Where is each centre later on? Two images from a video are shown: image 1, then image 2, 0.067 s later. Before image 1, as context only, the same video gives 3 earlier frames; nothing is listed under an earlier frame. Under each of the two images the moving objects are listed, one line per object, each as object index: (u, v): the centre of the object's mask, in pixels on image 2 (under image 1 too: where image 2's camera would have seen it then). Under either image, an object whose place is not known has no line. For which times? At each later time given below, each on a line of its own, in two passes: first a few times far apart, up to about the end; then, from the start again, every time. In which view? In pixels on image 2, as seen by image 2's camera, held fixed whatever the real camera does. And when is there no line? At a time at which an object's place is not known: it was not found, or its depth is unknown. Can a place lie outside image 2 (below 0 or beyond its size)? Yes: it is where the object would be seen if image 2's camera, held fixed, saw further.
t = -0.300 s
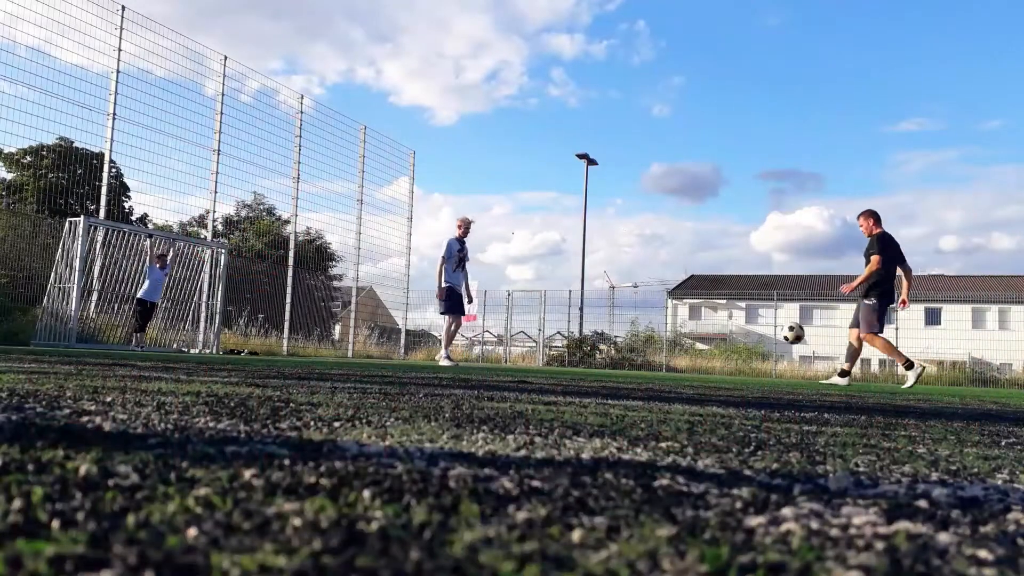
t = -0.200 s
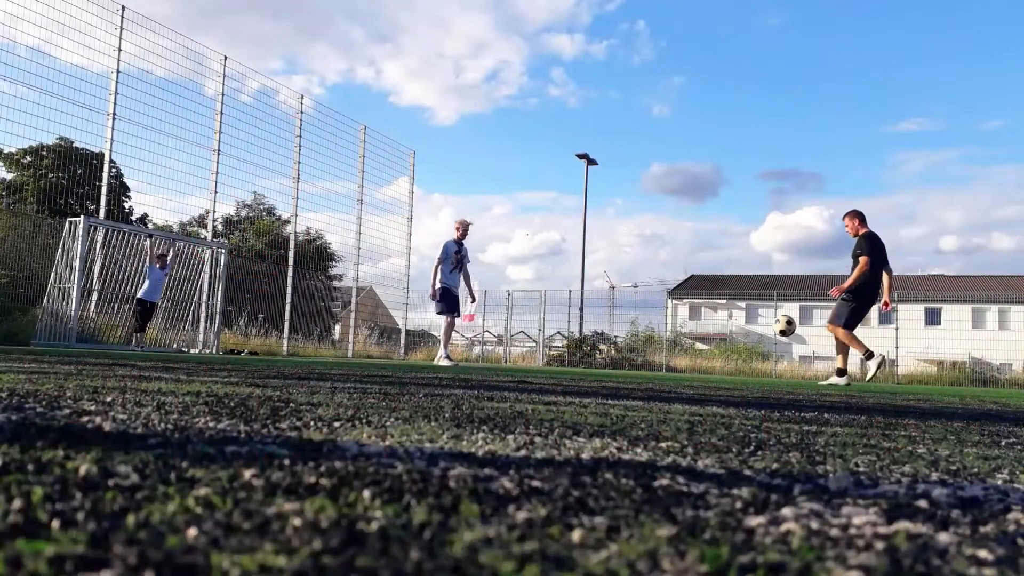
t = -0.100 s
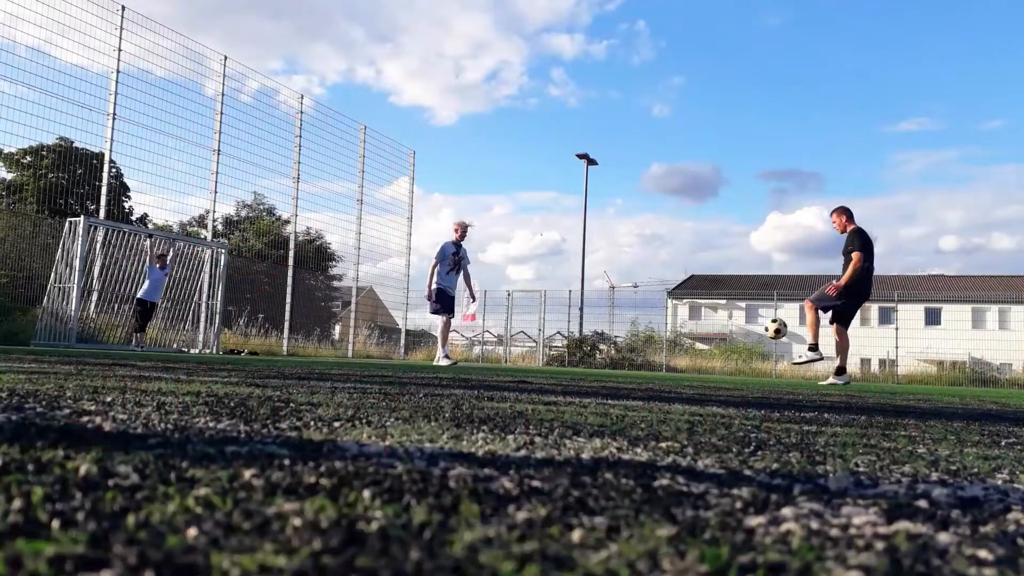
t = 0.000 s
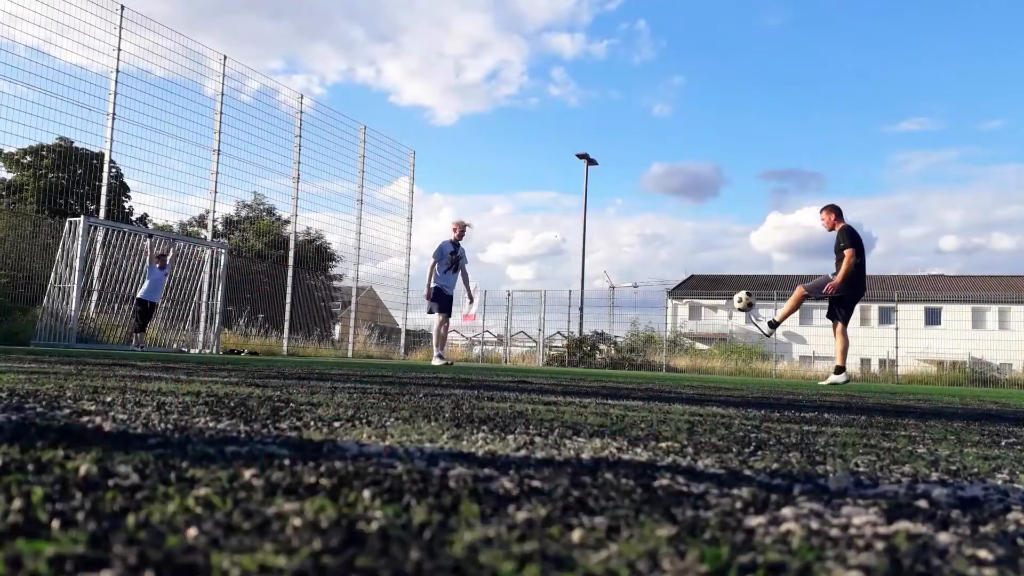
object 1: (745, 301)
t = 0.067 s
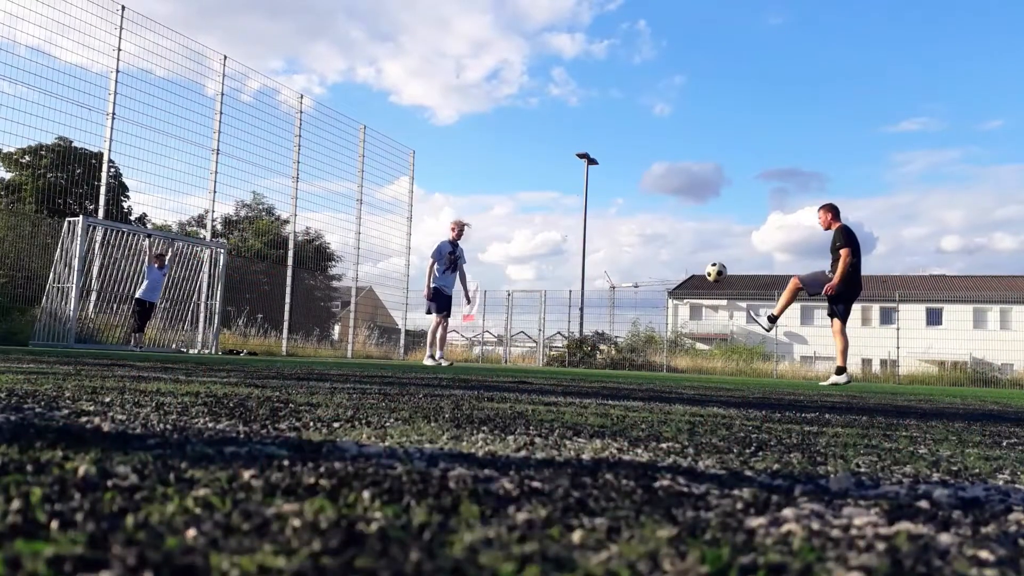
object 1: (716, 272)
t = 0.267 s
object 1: (640, 220)
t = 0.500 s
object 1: (566, 206)
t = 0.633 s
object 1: (529, 217)
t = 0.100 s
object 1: (702, 260)
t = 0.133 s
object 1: (688, 249)
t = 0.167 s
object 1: (676, 240)
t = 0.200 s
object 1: (663, 233)
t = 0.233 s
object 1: (652, 226)
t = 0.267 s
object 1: (640, 220)
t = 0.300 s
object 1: (629, 214)
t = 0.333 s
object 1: (618, 210)
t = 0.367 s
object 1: (607, 208)
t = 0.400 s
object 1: (597, 206)
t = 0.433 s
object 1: (586, 205)
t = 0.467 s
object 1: (576, 205)
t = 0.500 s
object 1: (566, 206)
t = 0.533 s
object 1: (556, 208)
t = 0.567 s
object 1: (547, 210)
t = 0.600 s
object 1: (537, 213)
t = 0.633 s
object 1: (529, 217)
